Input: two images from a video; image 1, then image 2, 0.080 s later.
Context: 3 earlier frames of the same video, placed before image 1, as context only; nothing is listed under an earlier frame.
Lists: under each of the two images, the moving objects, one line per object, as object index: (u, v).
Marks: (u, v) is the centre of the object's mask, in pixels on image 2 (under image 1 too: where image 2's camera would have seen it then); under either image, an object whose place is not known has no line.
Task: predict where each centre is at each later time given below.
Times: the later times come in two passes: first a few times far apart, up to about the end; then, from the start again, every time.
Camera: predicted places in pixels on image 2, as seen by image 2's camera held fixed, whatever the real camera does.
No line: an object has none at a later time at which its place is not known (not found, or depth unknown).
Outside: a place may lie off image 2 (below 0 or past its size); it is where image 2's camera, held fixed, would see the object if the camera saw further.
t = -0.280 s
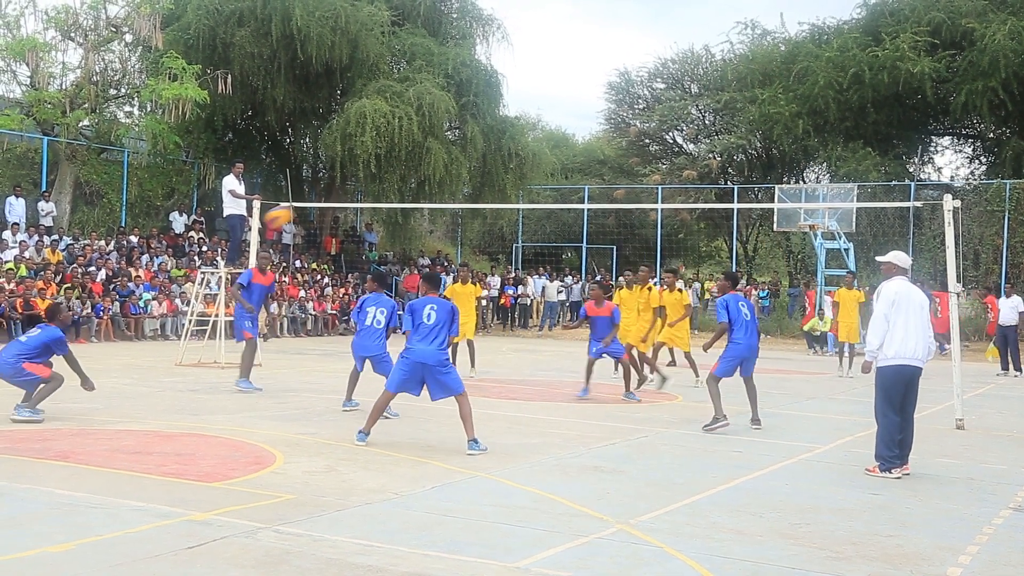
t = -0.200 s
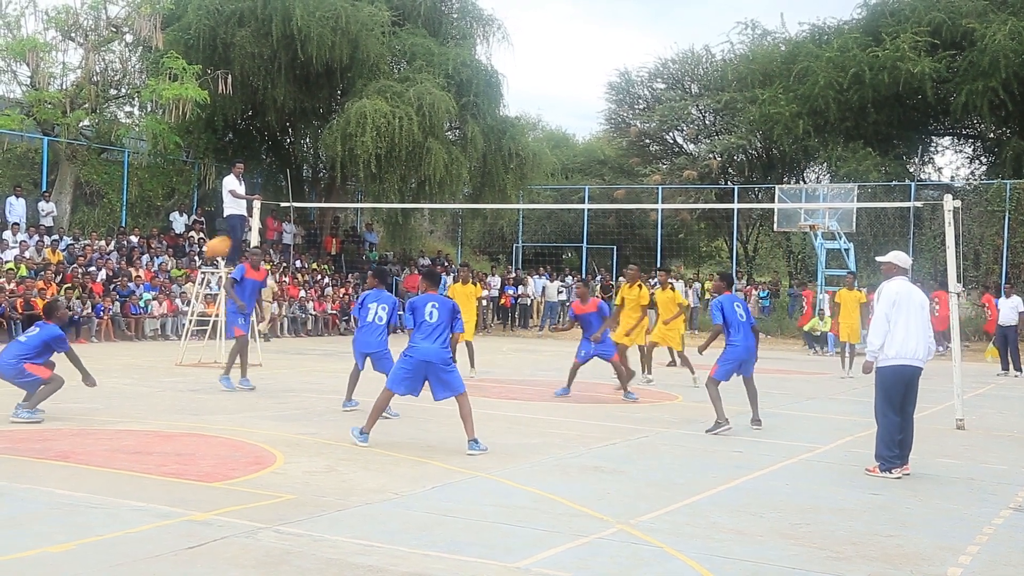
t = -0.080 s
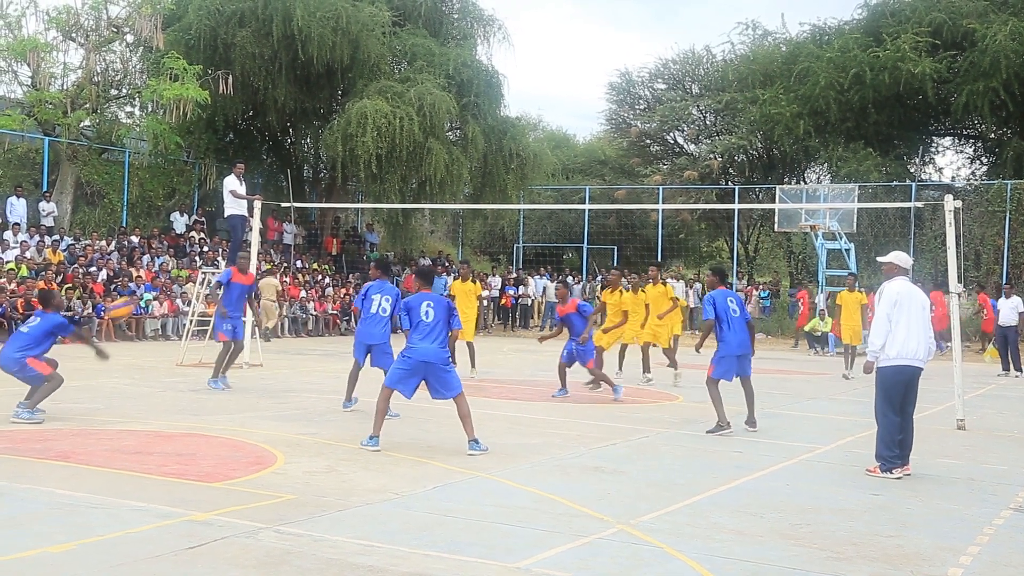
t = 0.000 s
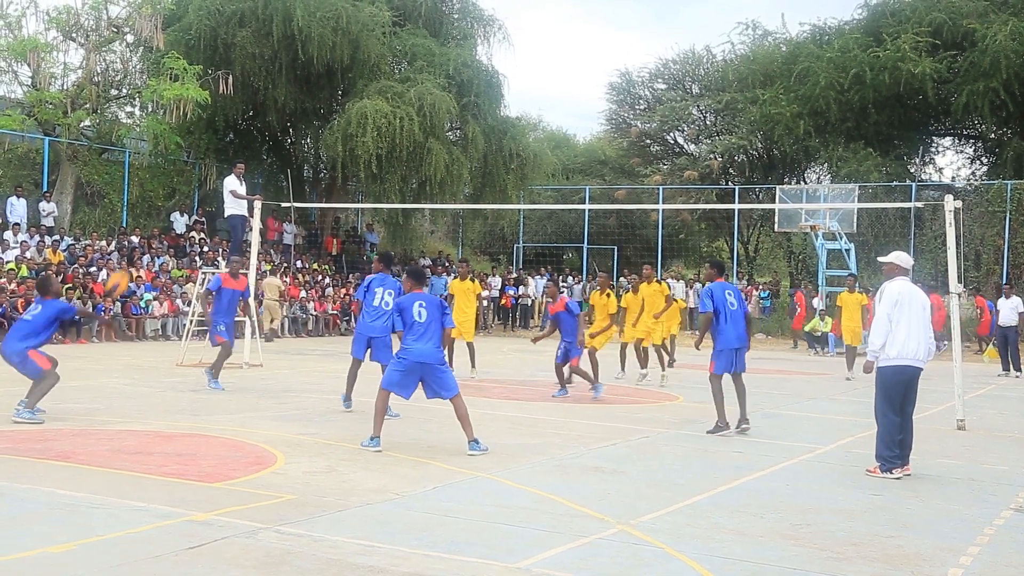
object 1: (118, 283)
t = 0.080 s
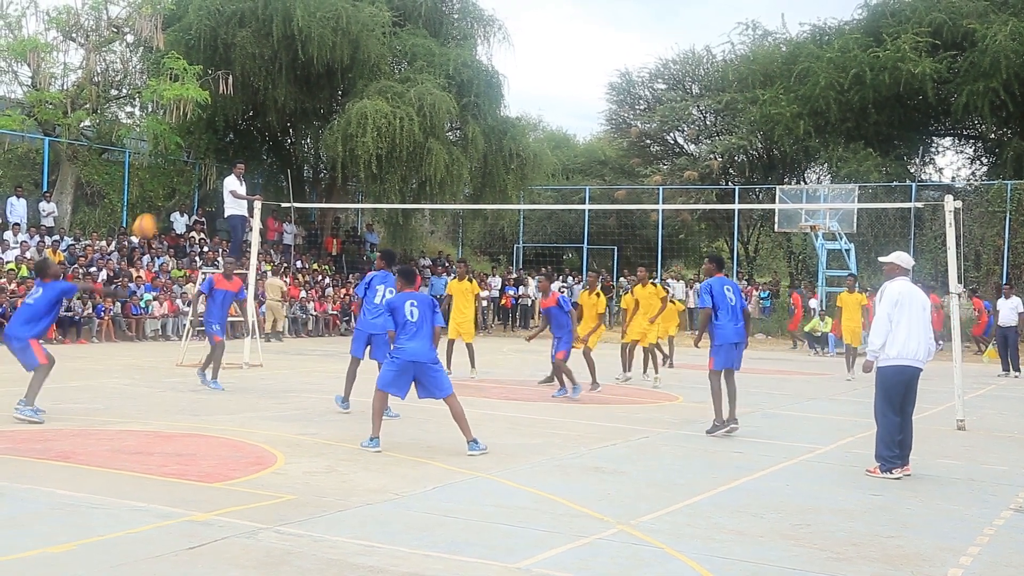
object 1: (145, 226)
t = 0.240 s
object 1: (196, 140)
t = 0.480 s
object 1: (265, 62)
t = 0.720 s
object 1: (324, 42)
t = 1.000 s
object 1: (385, 75)
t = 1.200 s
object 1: (425, 134)
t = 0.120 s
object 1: (158, 202)
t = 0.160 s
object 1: (171, 179)
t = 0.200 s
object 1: (183, 158)
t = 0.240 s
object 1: (196, 140)
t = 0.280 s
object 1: (208, 123)
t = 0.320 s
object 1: (220, 107)
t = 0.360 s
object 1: (232, 94)
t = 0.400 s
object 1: (243, 82)
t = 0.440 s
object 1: (254, 71)
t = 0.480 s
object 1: (265, 62)
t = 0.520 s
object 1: (275, 55)
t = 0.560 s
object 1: (286, 49)
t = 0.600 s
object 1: (296, 46)
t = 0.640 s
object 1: (305, 42)
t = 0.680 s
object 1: (314, 41)
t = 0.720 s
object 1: (324, 42)
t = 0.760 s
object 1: (334, 43)
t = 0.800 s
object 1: (343, 45)
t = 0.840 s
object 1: (352, 49)
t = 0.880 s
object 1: (361, 54)
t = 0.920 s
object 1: (369, 60)
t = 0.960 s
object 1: (378, 67)
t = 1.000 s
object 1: (385, 75)
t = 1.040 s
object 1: (394, 85)
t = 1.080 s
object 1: (402, 96)
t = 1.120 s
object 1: (409, 108)
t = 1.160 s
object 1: (417, 121)
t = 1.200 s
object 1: (425, 134)
